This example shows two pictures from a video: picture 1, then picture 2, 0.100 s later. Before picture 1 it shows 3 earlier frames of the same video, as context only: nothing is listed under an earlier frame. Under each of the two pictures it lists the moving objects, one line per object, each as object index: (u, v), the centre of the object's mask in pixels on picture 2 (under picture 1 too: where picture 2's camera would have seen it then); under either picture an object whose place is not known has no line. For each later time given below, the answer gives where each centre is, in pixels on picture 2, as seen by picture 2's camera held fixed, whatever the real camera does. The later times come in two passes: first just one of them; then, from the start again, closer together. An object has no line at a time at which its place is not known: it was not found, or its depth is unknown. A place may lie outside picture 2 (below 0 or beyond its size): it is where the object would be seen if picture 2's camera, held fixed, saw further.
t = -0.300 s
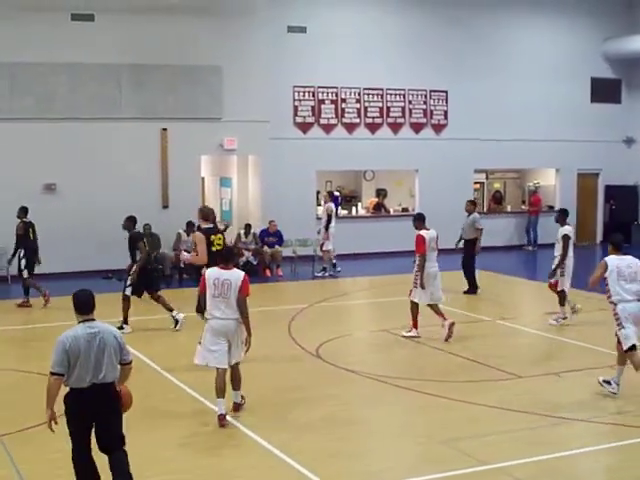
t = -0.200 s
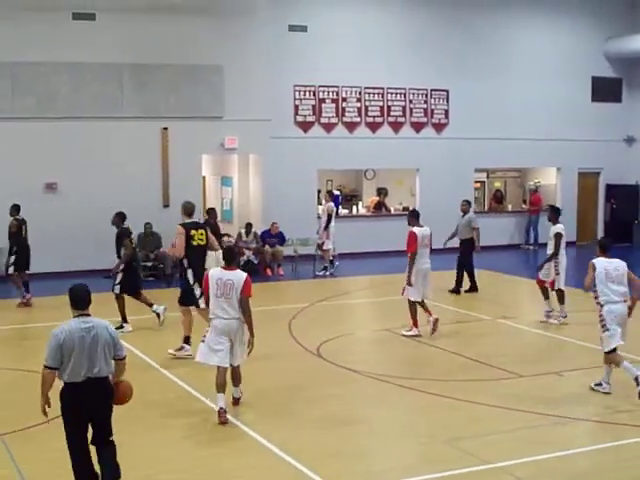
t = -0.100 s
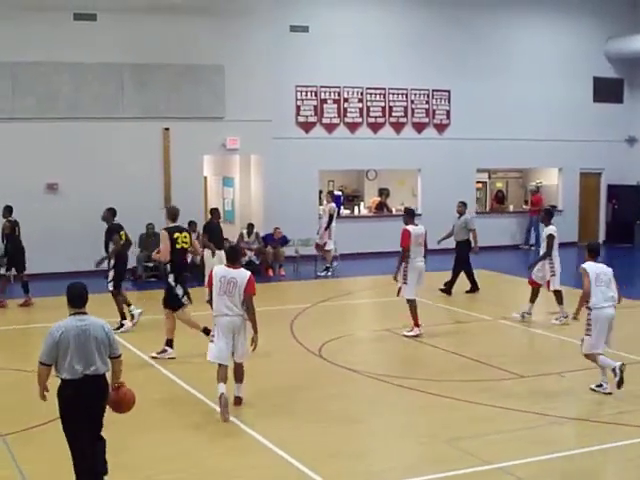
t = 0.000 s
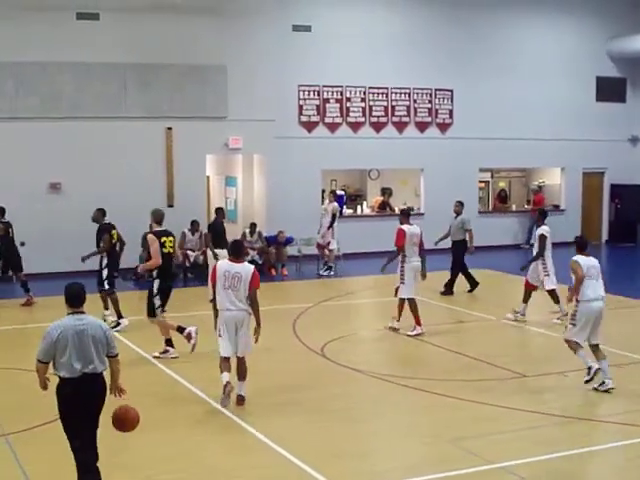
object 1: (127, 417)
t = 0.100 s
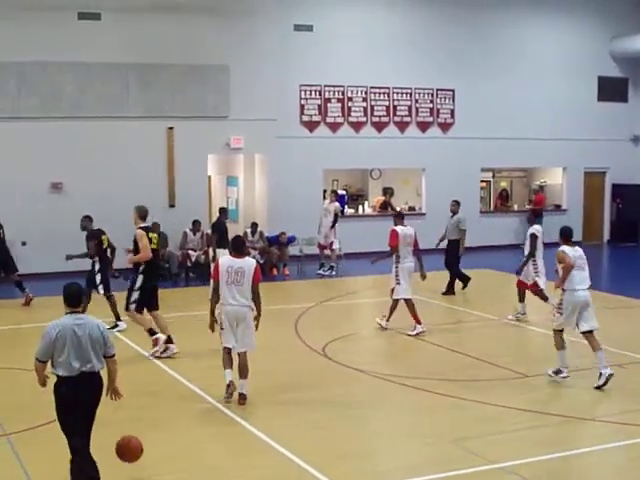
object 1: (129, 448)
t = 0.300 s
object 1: (125, 437)
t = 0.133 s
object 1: (129, 461)
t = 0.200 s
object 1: (128, 463)
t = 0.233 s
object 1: (126, 453)
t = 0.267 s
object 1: (125, 444)
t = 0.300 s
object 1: (125, 437)
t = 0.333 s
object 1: (125, 429)
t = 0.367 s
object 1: (125, 425)
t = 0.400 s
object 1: (124, 420)
